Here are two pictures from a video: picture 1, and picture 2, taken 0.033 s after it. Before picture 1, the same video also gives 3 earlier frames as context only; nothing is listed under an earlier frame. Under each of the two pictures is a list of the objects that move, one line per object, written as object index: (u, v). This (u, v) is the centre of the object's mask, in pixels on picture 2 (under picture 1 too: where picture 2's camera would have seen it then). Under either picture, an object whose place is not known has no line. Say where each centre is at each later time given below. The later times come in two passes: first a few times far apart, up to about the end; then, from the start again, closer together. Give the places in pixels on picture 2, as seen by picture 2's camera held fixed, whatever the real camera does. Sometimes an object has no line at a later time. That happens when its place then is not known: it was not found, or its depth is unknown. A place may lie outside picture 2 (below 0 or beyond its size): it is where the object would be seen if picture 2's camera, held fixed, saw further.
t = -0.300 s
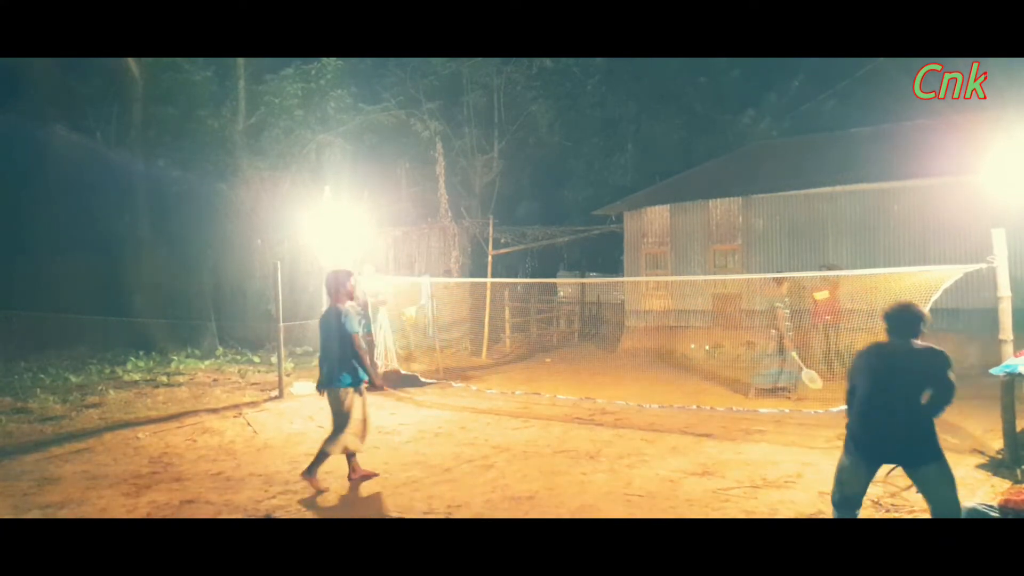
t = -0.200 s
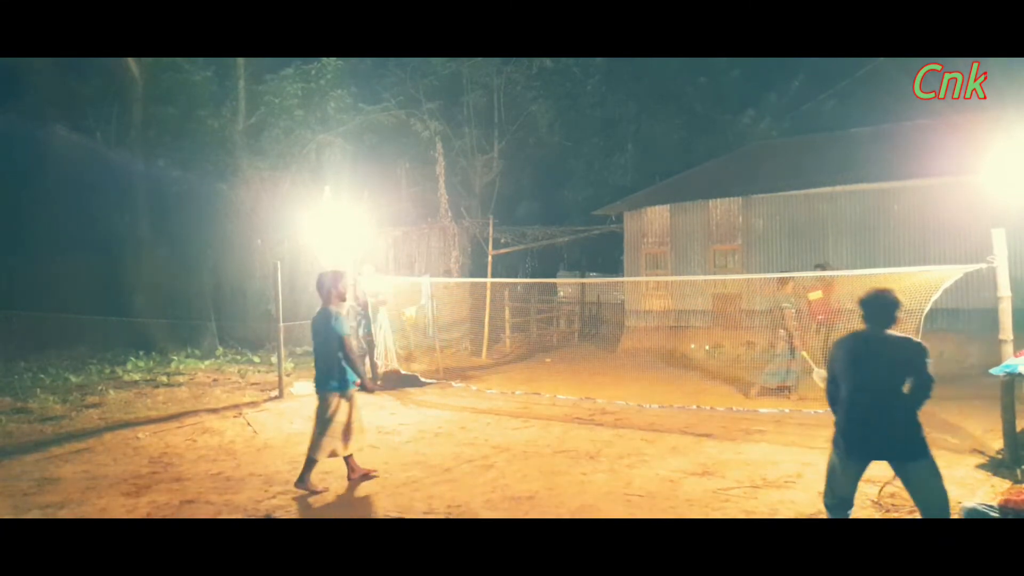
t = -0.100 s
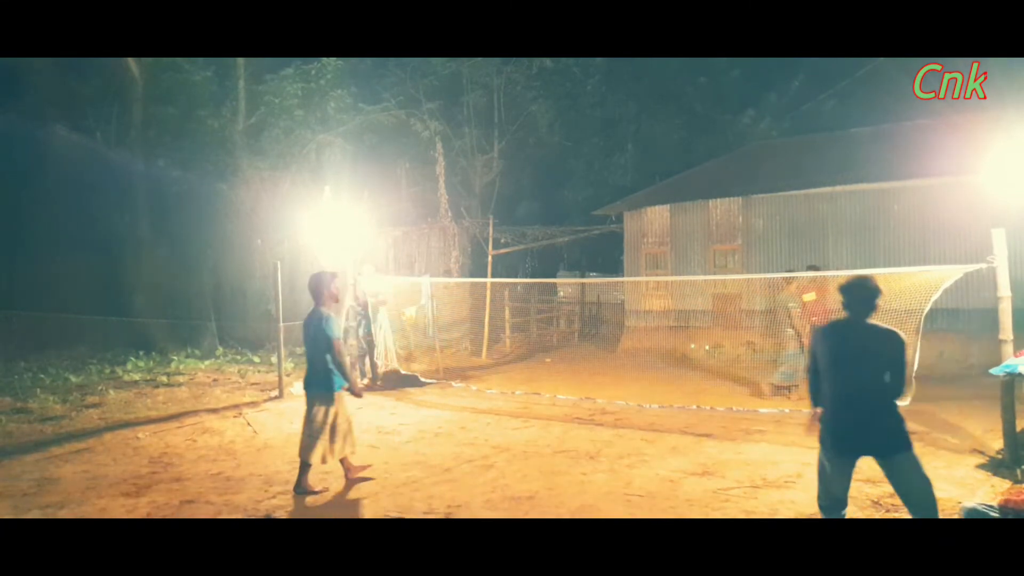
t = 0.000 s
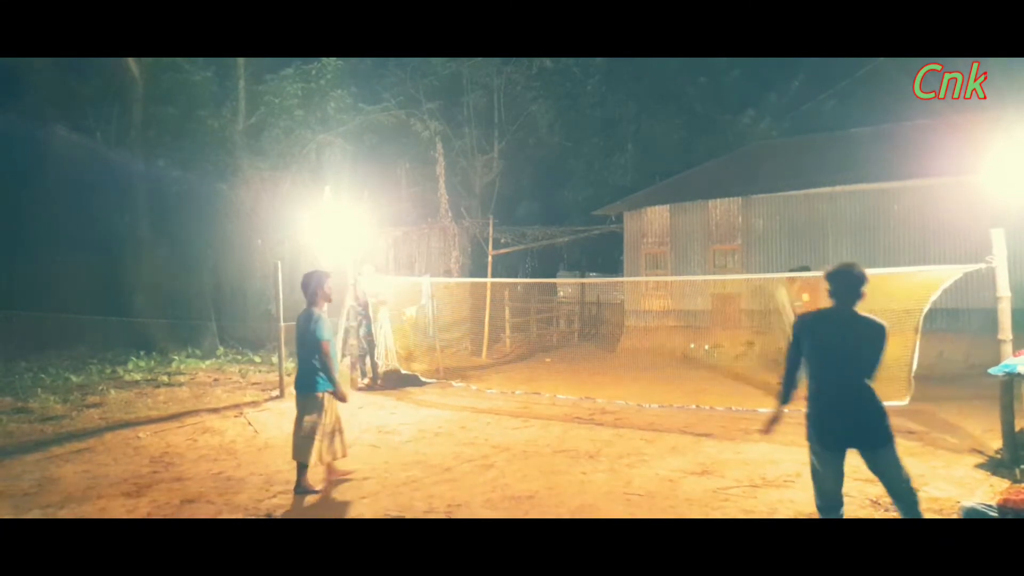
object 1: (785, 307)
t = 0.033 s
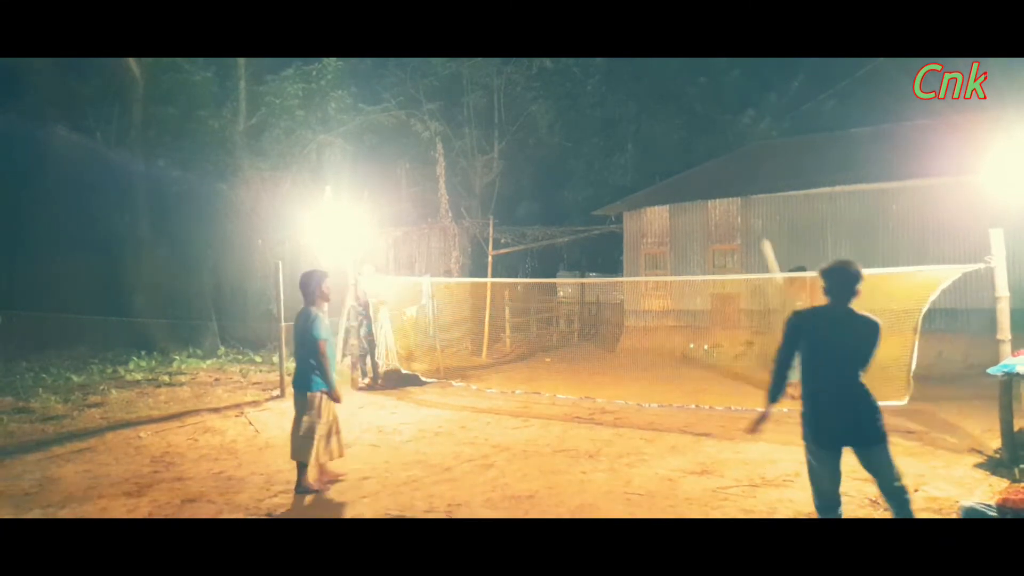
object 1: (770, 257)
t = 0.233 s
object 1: (720, 110)
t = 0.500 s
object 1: (695, 72)
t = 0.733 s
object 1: (683, 98)
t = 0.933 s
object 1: (678, 149)
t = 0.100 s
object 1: (746, 188)
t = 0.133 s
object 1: (738, 162)
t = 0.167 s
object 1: (732, 141)
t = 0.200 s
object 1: (726, 124)
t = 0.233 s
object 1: (720, 110)
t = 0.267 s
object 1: (716, 99)
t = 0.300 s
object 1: (712, 90)
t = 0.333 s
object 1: (708, 83)
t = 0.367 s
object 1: (704, 79)
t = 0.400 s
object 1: (701, 75)
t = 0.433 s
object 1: (699, 73)
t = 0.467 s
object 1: (696, 72)
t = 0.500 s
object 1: (695, 72)
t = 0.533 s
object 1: (692, 72)
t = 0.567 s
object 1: (690, 74)
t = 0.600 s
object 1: (689, 78)
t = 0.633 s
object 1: (687, 81)
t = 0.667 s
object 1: (686, 87)
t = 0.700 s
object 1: (684, 92)
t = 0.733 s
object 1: (683, 98)
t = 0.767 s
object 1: (682, 105)
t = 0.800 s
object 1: (681, 112)
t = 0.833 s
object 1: (681, 120)
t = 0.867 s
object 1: (680, 129)
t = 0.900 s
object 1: (678, 139)
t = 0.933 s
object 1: (678, 149)
